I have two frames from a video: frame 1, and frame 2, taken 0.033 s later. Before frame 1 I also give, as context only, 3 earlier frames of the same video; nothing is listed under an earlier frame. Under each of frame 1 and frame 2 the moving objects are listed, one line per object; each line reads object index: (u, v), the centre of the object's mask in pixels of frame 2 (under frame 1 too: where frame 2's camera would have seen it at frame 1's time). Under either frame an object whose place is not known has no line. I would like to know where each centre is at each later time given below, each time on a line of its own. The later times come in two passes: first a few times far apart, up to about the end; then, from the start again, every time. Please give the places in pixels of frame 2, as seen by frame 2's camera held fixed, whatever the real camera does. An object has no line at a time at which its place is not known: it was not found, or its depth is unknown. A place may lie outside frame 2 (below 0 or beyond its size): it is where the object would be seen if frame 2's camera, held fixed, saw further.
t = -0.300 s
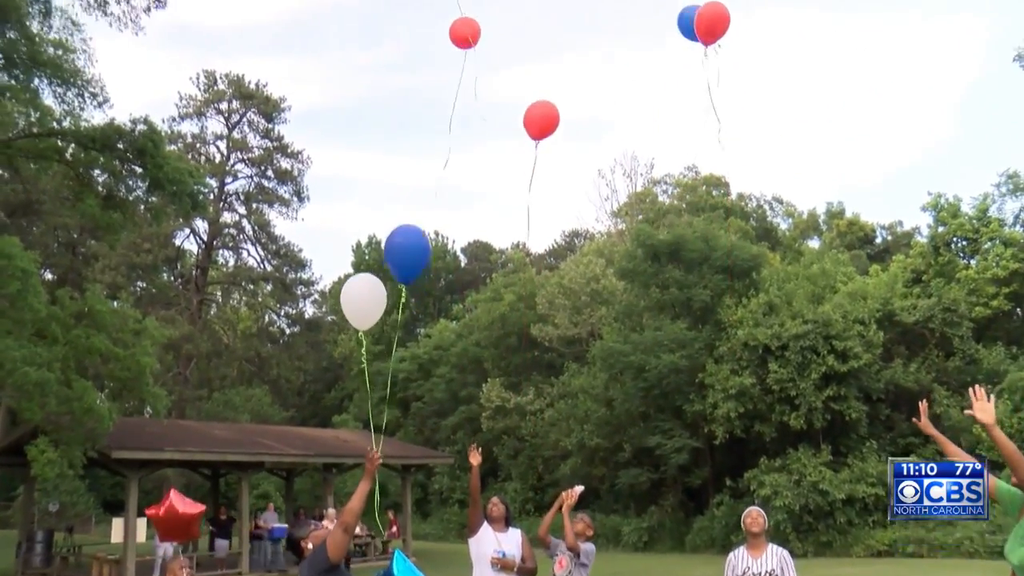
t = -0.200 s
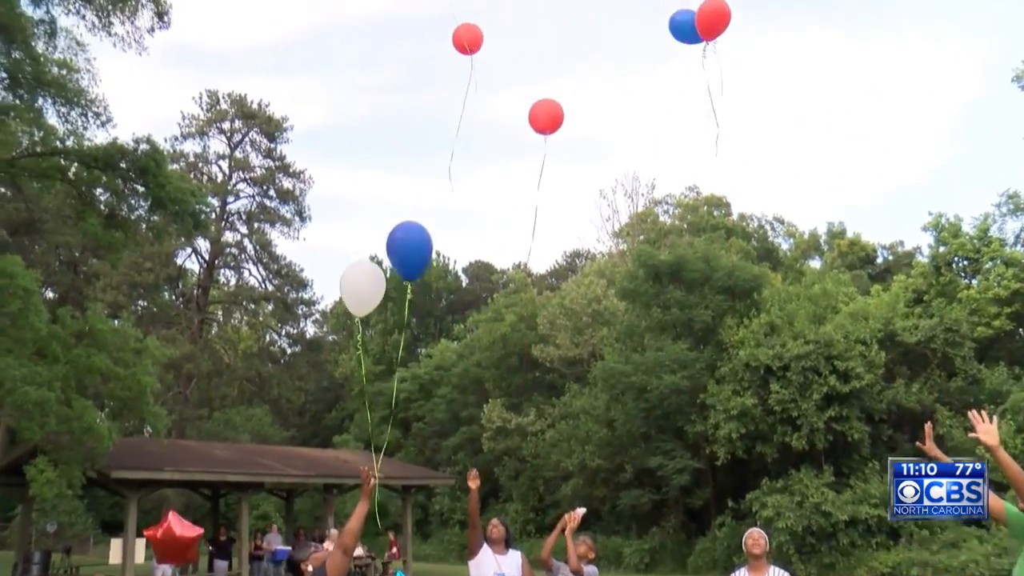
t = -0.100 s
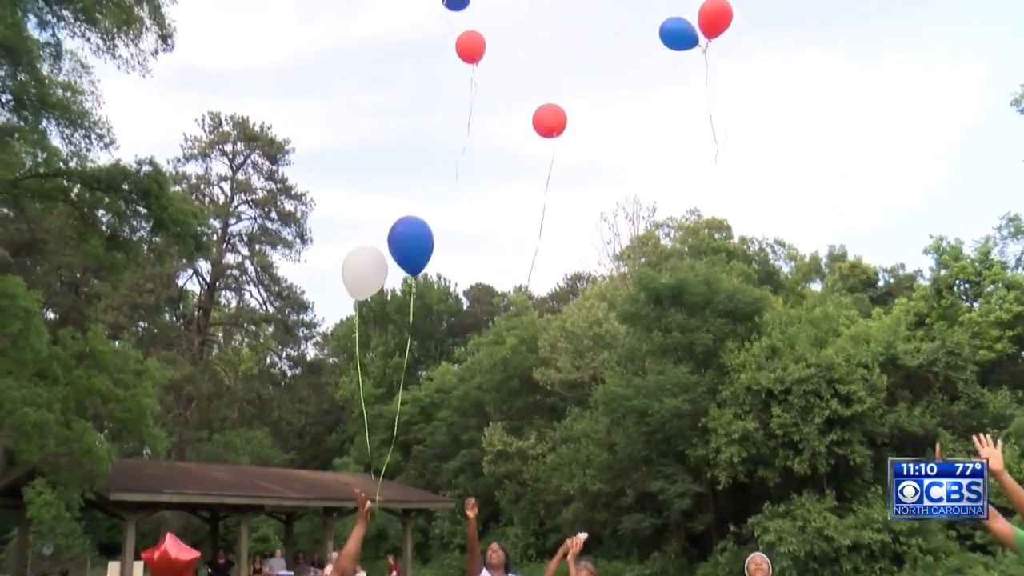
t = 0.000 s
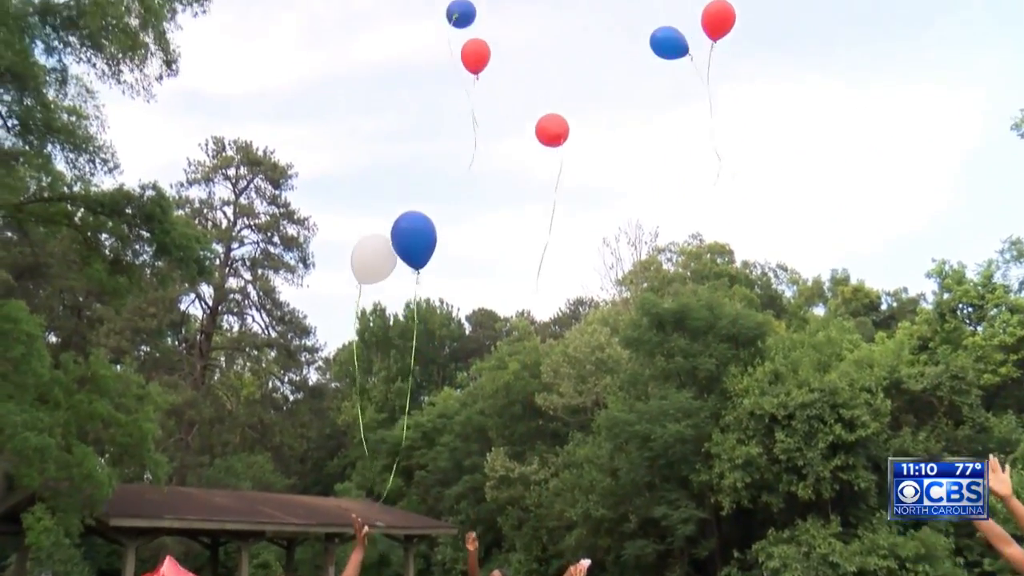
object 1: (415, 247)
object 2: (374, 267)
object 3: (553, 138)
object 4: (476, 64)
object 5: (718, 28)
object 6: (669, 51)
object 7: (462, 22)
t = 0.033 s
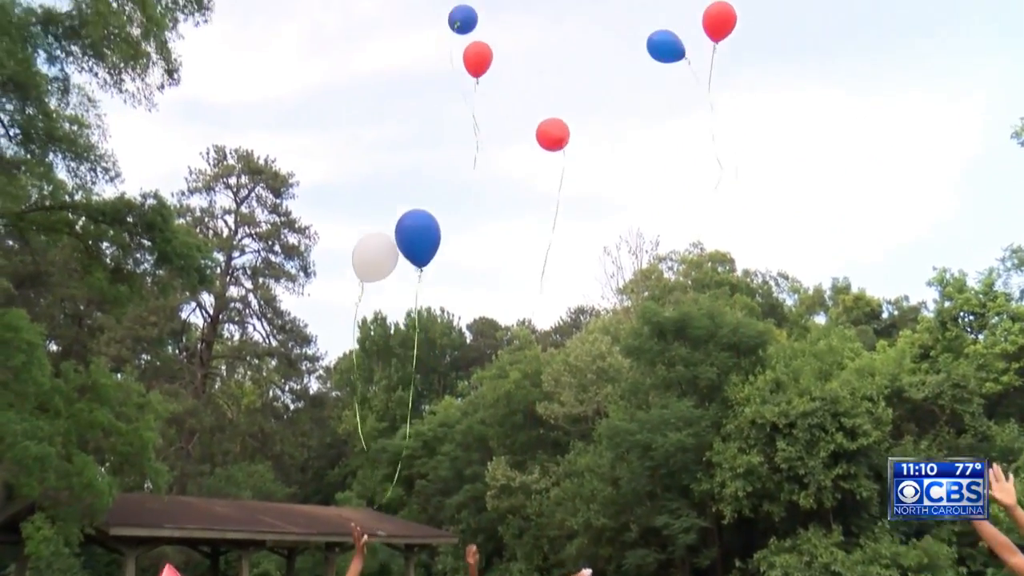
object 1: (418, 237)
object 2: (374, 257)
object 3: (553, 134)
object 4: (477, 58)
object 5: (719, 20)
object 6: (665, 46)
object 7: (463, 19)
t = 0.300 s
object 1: (436, 154)
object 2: (372, 177)
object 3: (547, 102)
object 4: (492, 14)
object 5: (724, -36)
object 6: (636, 3)
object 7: (469, -11)
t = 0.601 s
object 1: (433, 57)
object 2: (385, 71)
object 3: (544, 57)
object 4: (507, -36)
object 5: (720, -97)
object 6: (621, -47)
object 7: (468, -57)
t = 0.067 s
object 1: (421, 226)
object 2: (374, 247)
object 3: (552, 130)
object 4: (479, 53)
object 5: (720, 13)
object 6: (662, 41)
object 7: (464, 16)
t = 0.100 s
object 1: (423, 216)
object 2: (374, 238)
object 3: (552, 126)
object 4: (481, 47)
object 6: (658, 36)
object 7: (464, 13)
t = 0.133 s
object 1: (426, 206)
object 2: (374, 228)
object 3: (551, 122)
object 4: (482, 41)
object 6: (654, 31)
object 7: (465, 9)
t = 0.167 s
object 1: (429, 196)
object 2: (374, 219)
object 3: (550, 118)
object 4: (484, 35)
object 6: (650, 26)
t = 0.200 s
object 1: (431, 186)
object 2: (373, 209)
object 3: (550, 114)
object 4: (486, 30)
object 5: (723, -15)
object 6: (647, 20)
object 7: (467, 2)
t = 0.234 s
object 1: (433, 176)
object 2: (373, 198)
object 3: (549, 110)
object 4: (488, 24)
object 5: (723, -22)
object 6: (643, 15)
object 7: (467, -2)
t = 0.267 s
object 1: (434, 165)
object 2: (373, 188)
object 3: (548, 106)
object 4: (490, 19)
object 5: (724, -29)
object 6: (640, 9)
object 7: (468, -7)
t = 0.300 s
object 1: (436, 154)
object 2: (372, 177)
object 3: (547, 102)
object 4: (492, 14)
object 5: (724, -36)
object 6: (636, 3)
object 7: (469, -11)
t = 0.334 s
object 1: (437, 143)
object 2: (372, 165)
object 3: (547, 98)
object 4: (494, 8)
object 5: (725, -43)
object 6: (633, -2)
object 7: (469, -17)
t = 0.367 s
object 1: (437, 132)
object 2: (373, 154)
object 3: (546, 93)
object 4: (495, 3)
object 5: (725, -50)
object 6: (631, -8)
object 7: (470, -22)
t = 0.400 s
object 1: (438, 121)
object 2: (373, 142)
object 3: (545, 89)
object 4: (497, -2)
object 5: (725, -57)
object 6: (628, -14)
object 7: (470, -27)
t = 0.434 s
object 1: (437, 110)
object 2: (374, 130)
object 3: (545, 84)
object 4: (499, -8)
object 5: (724, -65)
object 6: (626, -20)
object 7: (470, -32)
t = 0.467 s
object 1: (437, 99)
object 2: (376, 118)
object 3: (544, 79)
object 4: (501, -13)
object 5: (724, -72)
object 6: (624, -26)
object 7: (470, -38)
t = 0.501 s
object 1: (436, 88)
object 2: (378, 105)
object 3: (544, 74)
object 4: (503, -19)
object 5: (723, -79)
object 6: (623, -32)
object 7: (470, -42)
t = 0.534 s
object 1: (434, 77)
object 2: (380, 93)
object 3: (543, 68)
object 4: (504, -24)
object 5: (722, -85)
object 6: (622, -37)
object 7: (469, -48)
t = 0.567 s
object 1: (433, 67)
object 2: (383, 81)
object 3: (543, 62)
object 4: (506, -30)
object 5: (721, -91)
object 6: (621, -42)
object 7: (468, -53)
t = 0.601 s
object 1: (433, 57)
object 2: (385, 71)
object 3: (544, 57)
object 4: (507, -36)
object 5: (720, -97)
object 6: (621, -47)
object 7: (468, -57)
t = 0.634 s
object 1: (436, 46)
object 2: (384, 62)
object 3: (544, 51)
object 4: (509, -42)
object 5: (718, -102)
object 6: (621, -51)
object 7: (467, -62)
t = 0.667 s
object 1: (438, 35)
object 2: (384, 52)
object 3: (545, 44)
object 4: (510, -48)
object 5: (717, -106)
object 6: (621, -55)
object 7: (466, -67)
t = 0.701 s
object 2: (383, 42)
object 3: (546, 38)
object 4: (511, -54)
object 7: (465, -71)
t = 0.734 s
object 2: (382, 33)
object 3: (548, 32)
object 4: (512, -60)
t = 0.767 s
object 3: (550, 26)
